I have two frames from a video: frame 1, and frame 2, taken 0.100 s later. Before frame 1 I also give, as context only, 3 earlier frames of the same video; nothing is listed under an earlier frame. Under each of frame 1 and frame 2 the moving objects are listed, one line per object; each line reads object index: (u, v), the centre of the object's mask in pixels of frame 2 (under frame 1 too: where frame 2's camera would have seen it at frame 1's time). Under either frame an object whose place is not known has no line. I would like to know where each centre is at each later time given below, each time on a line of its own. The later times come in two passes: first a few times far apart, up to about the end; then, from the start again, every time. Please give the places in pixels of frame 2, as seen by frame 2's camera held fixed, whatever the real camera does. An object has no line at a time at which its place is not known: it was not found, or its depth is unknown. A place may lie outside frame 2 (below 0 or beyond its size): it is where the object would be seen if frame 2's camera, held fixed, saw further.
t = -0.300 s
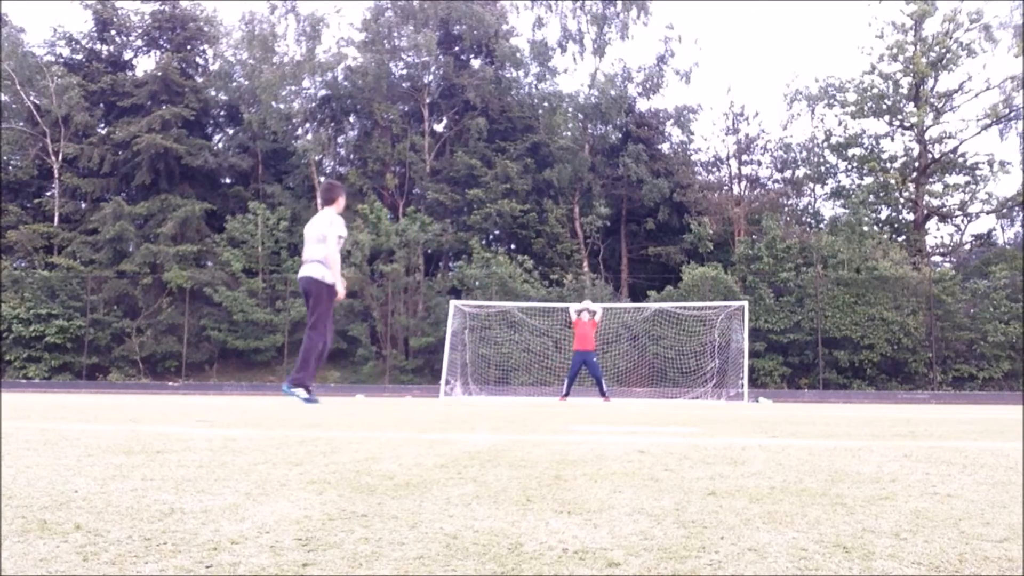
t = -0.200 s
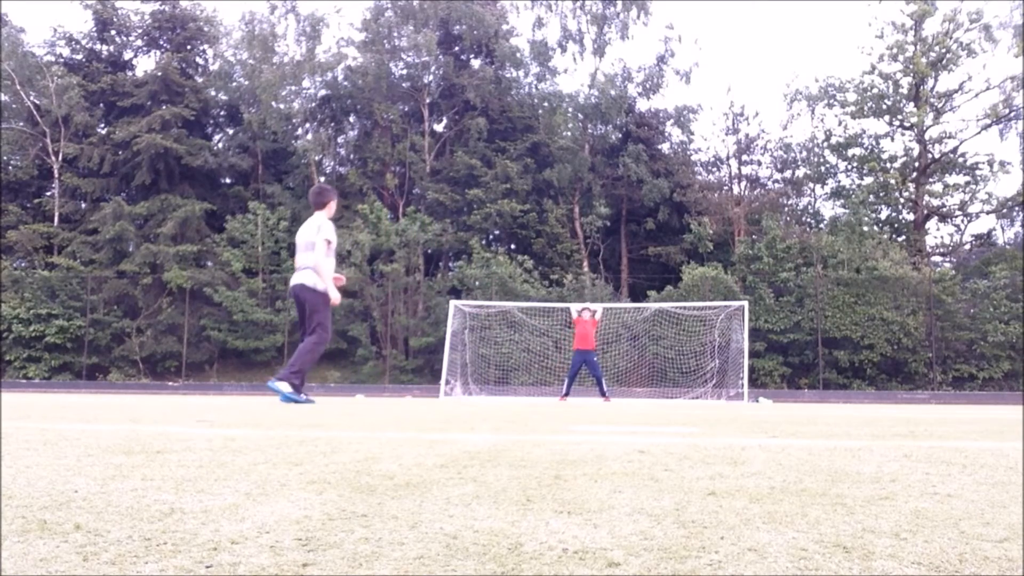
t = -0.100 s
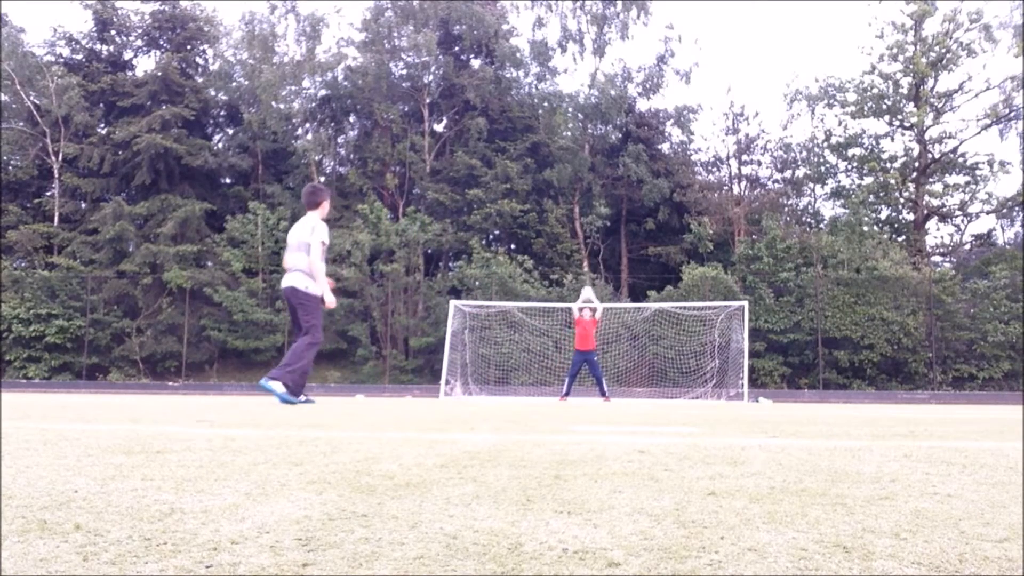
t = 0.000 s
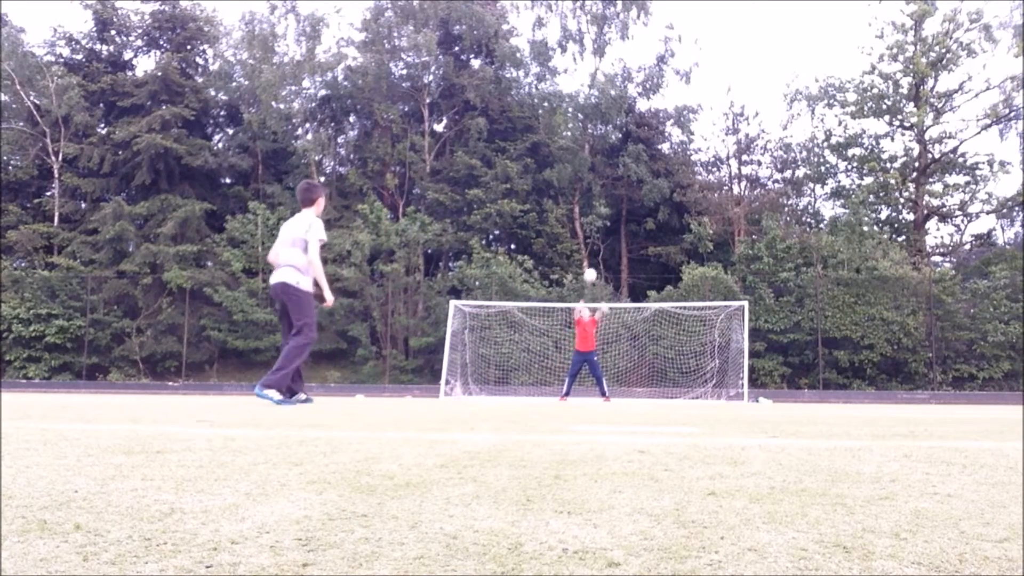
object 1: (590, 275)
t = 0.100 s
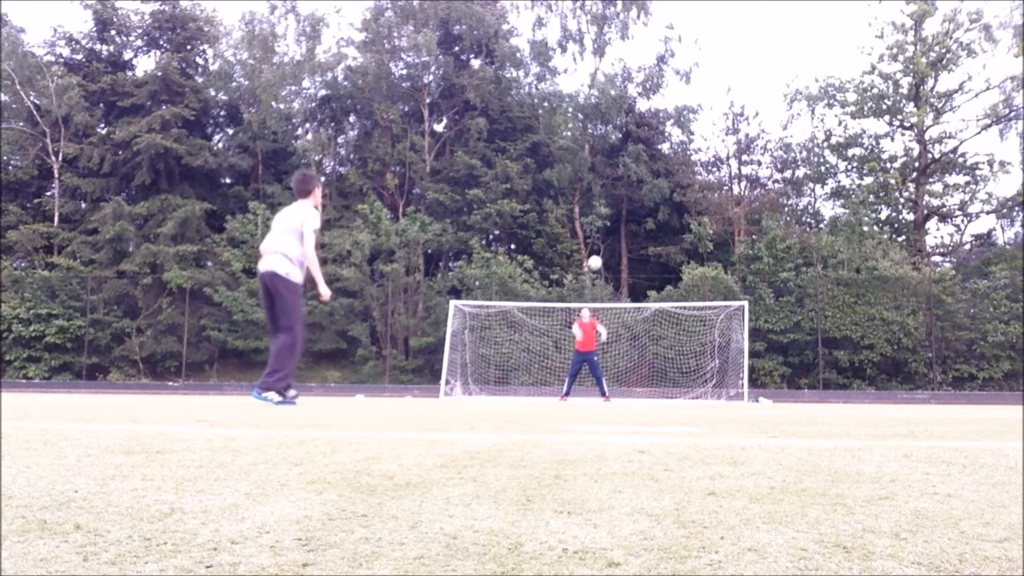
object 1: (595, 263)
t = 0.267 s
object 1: (604, 251)
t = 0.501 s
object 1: (622, 267)
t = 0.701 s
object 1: (646, 326)
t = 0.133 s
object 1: (596, 259)
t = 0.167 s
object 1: (598, 256)
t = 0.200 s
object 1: (600, 254)
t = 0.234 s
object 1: (602, 252)
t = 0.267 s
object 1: (604, 251)
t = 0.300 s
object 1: (606, 251)
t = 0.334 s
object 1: (608, 251)
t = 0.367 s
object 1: (610, 253)
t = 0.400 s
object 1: (613, 255)
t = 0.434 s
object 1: (616, 258)
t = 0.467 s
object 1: (618, 261)
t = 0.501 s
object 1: (622, 267)
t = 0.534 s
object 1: (625, 274)
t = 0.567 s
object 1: (629, 281)
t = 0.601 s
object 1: (633, 289)
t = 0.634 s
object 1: (637, 297)
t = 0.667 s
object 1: (641, 311)
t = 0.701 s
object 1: (646, 326)
